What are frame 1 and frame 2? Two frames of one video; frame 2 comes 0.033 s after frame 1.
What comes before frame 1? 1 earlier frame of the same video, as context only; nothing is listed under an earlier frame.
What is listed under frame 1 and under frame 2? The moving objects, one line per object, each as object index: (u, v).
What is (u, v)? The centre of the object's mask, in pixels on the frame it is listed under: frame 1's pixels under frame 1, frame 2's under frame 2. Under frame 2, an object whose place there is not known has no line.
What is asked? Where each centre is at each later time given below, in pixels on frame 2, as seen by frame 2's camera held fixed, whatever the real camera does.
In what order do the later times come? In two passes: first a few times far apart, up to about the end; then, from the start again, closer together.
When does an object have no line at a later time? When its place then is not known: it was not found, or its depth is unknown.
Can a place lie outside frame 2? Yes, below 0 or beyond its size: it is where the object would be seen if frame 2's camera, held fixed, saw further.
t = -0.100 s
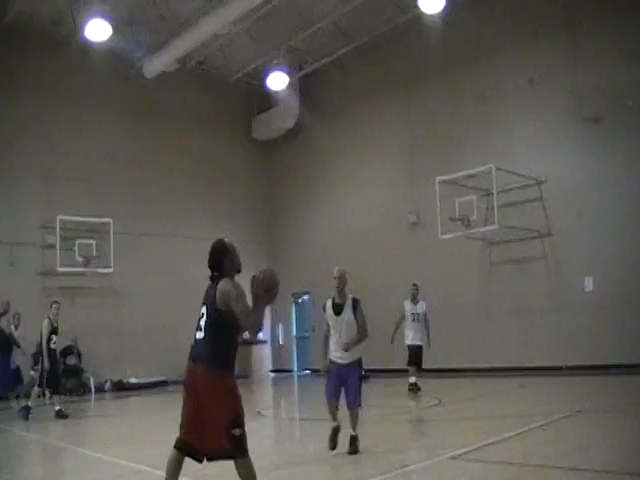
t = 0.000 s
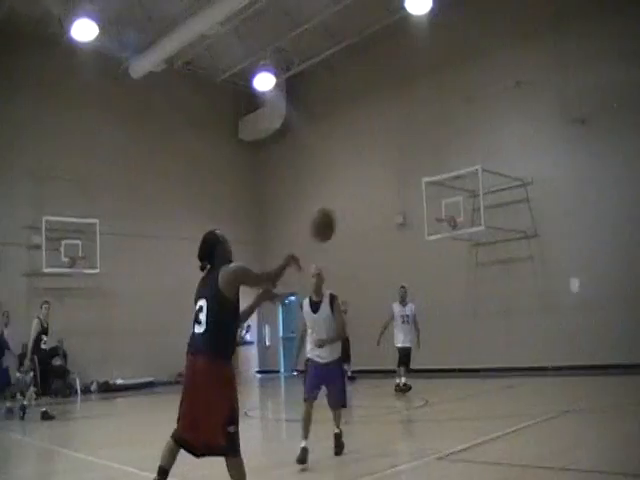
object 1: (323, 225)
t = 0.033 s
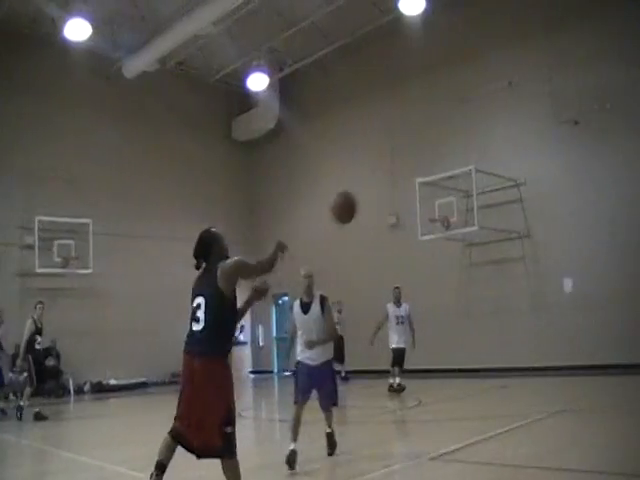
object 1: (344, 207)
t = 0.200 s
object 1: (458, 157)
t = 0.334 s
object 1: (527, 151)
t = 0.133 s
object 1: (417, 171)
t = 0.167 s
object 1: (438, 164)
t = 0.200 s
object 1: (458, 157)
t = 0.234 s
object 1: (477, 153)
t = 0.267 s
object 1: (495, 151)
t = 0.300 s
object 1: (512, 150)
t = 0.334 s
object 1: (527, 151)
